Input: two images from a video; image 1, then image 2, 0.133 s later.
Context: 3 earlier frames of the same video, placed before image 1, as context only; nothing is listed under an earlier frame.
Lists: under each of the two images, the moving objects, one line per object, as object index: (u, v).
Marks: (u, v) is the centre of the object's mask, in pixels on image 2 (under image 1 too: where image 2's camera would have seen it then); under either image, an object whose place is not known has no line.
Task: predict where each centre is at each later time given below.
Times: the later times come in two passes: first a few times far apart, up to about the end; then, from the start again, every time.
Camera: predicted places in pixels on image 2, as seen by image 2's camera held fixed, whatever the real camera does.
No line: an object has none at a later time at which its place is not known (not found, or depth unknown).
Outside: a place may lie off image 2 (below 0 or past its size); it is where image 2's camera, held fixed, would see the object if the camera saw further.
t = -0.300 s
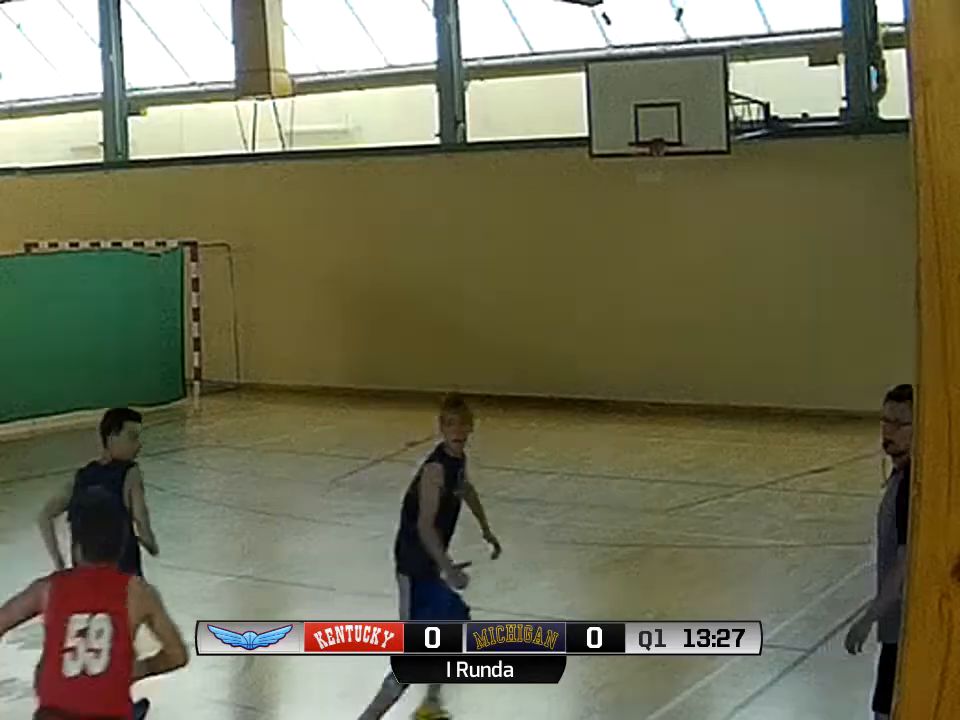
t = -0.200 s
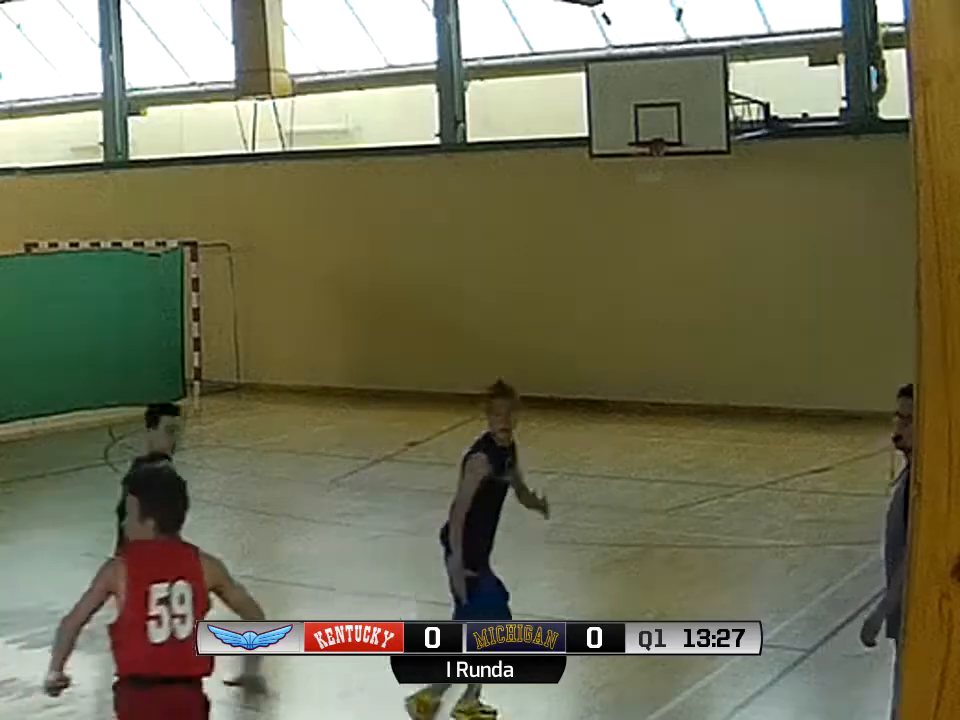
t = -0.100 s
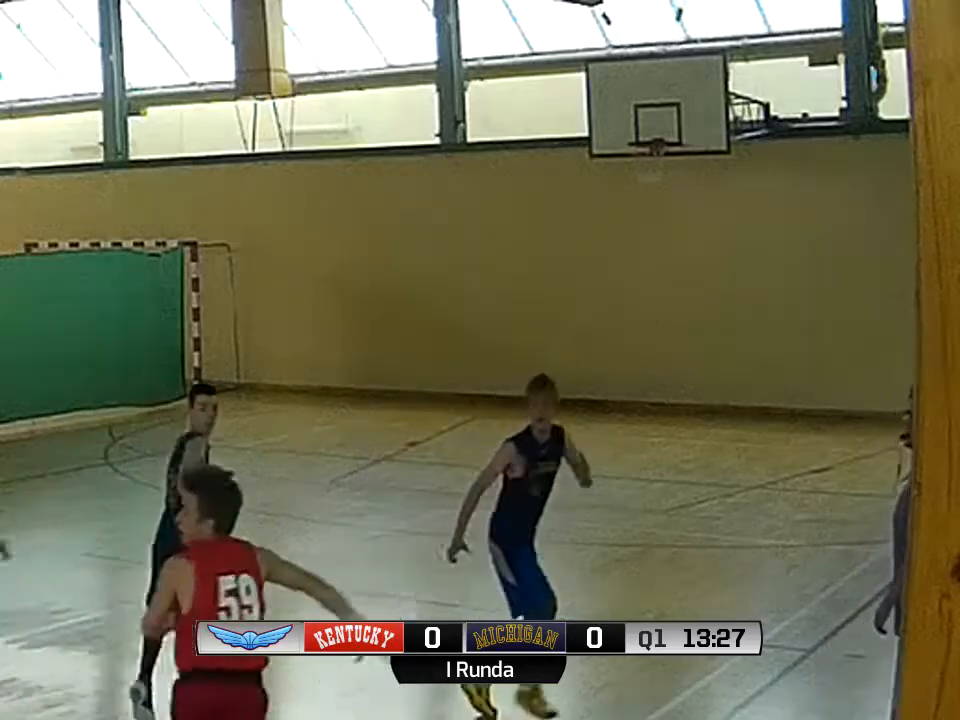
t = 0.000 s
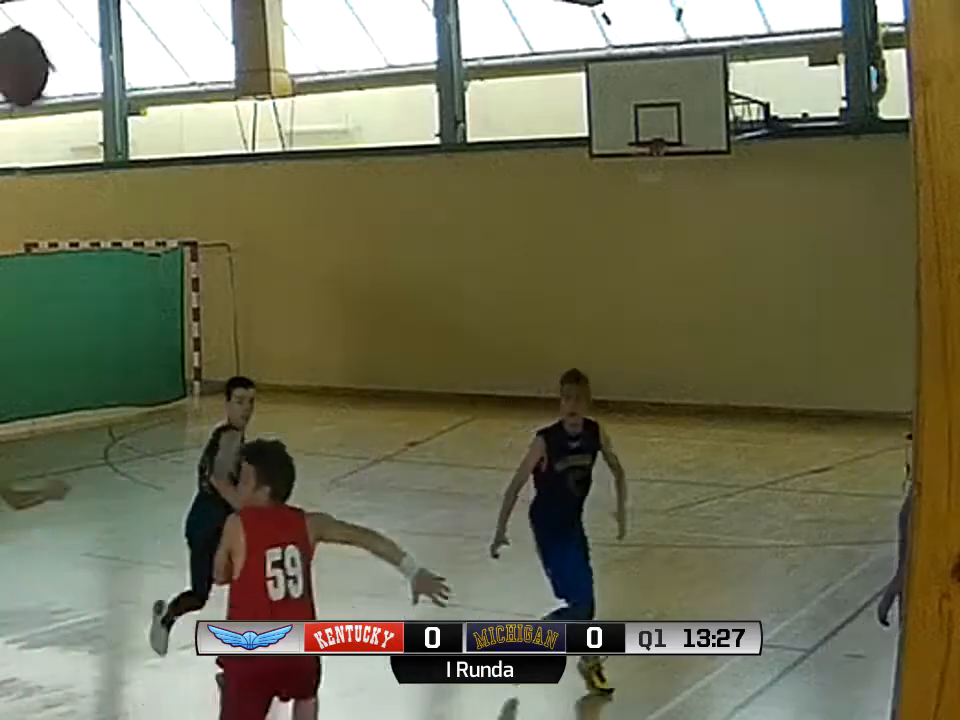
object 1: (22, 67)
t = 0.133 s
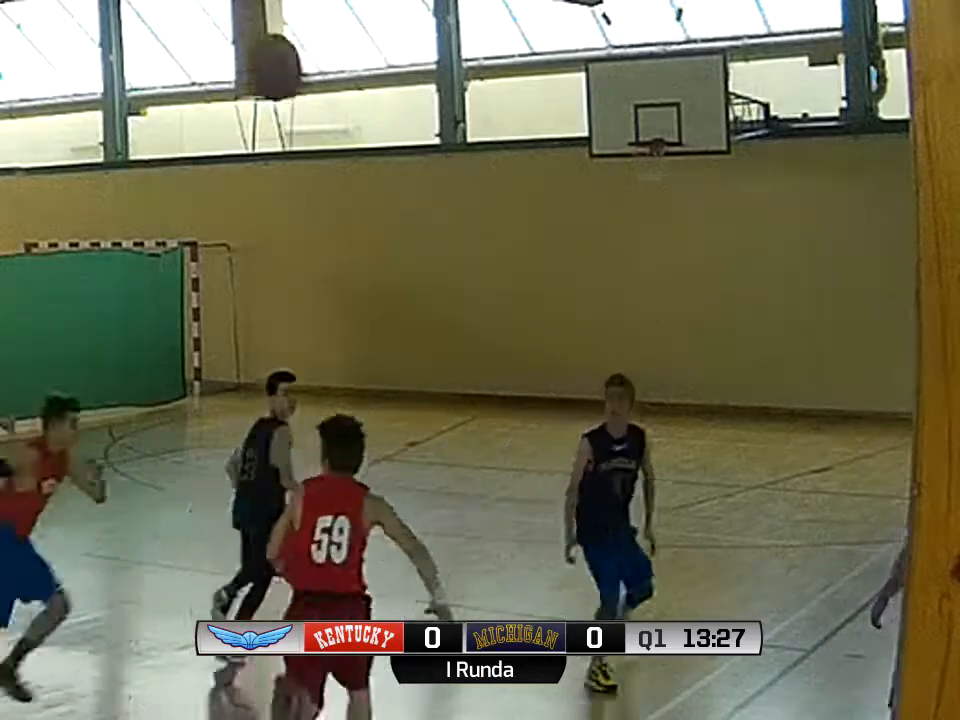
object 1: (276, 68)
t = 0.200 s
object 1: (369, 86)
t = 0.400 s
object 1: (559, 175)
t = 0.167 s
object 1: (324, 77)
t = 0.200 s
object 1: (369, 86)
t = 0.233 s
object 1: (409, 97)
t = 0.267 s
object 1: (446, 111)
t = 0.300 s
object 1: (477, 125)
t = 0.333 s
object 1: (508, 141)
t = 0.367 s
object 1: (535, 158)
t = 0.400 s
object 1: (559, 175)
